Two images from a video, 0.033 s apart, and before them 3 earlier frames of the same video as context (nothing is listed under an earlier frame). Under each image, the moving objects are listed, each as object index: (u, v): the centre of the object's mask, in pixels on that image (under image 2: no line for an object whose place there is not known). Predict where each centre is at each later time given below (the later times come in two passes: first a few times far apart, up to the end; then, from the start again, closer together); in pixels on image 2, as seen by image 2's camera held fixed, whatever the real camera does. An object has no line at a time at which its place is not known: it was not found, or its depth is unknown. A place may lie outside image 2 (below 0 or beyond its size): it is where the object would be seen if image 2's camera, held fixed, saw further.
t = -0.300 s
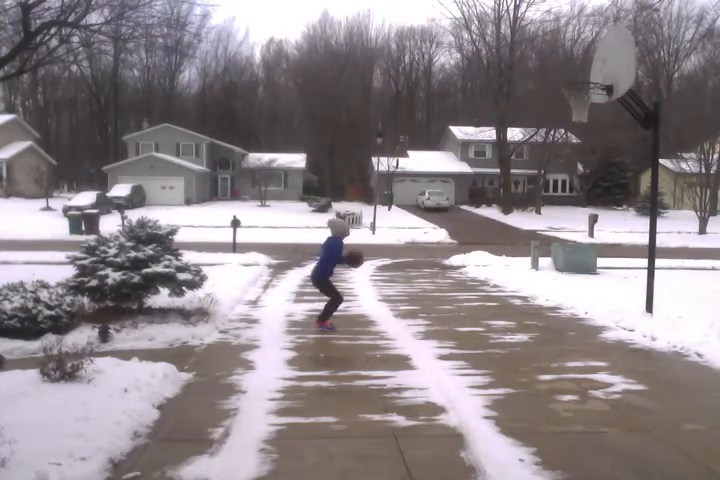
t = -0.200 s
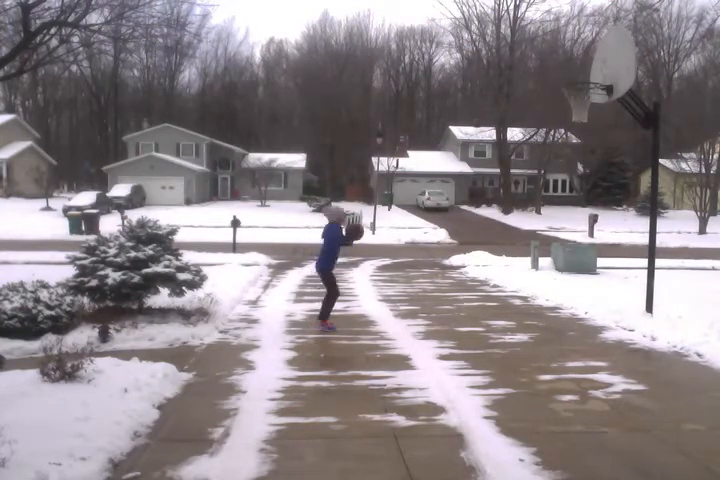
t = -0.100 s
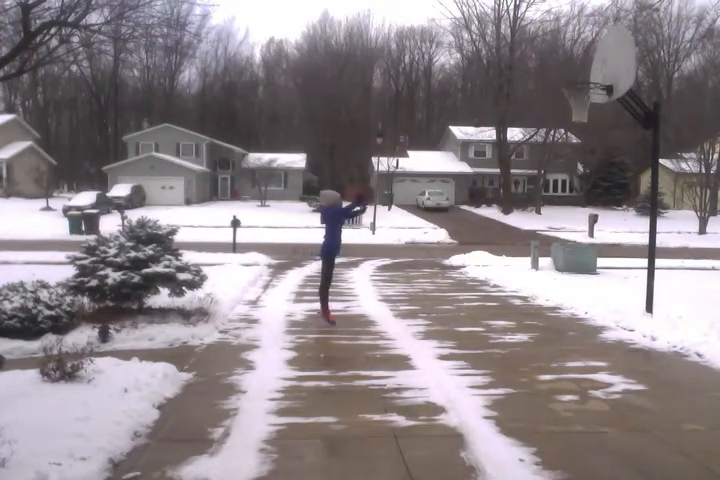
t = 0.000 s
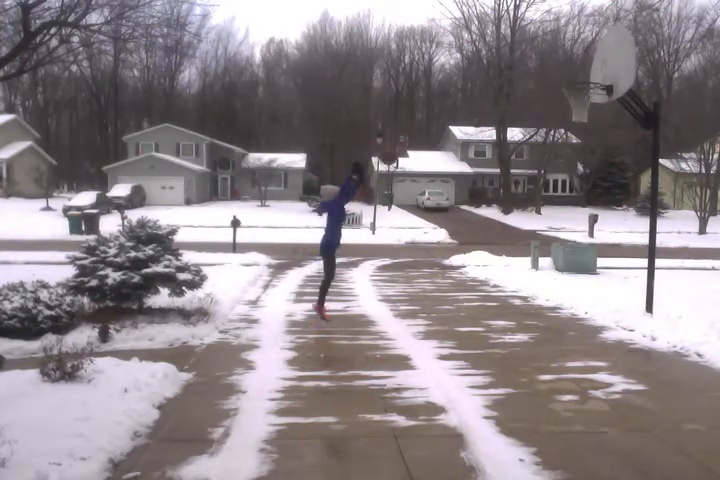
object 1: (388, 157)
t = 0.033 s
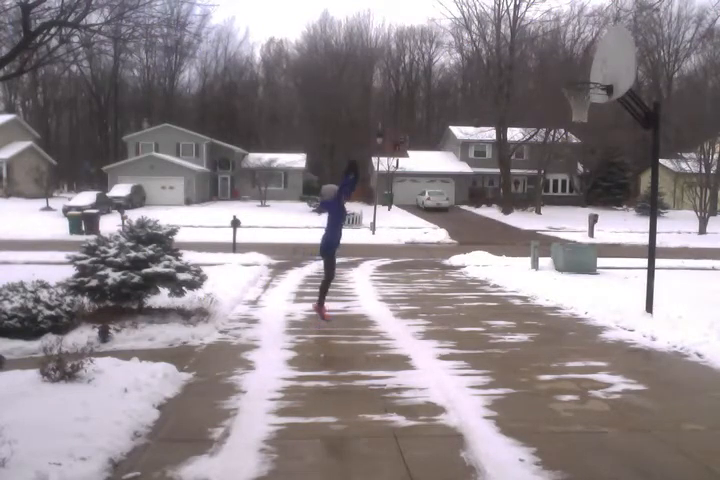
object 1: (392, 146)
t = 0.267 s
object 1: (457, 82)
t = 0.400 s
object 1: (491, 67)
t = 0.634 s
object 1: (552, 65)
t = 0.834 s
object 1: (589, 99)
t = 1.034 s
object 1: (573, 138)
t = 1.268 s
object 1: (557, 224)
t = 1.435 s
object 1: (546, 309)
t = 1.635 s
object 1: (531, 266)
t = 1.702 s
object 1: (525, 252)
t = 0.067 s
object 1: (406, 135)
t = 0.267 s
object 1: (457, 82)
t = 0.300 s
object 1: (467, 76)
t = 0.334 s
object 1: (476, 73)
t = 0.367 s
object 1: (486, 66)
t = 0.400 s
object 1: (491, 67)
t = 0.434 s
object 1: (504, 63)
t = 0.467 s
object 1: (511, 60)
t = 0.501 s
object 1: (520, 59)
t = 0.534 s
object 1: (528, 58)
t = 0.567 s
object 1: (536, 61)
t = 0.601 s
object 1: (544, 63)
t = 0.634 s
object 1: (552, 65)
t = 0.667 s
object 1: (562, 71)
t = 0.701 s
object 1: (568, 73)
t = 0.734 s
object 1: (576, 80)
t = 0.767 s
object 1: (585, 87)
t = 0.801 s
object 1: (590, 92)
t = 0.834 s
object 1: (589, 99)
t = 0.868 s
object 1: (584, 112)
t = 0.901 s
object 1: (582, 113)
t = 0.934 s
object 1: (580, 118)
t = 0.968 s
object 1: (578, 121)
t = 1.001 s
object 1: (576, 133)
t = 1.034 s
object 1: (573, 138)
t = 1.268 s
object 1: (557, 224)
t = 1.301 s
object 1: (555, 240)
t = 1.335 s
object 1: (552, 256)
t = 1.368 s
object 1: (551, 273)
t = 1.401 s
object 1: (548, 291)
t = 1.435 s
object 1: (546, 309)
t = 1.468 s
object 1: (543, 314)
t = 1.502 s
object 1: (541, 304)
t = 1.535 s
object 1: (538, 293)
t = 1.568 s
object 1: (536, 283)
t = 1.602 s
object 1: (533, 275)
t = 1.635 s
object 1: (531, 266)
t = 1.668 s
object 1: (528, 260)
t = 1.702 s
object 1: (525, 252)
